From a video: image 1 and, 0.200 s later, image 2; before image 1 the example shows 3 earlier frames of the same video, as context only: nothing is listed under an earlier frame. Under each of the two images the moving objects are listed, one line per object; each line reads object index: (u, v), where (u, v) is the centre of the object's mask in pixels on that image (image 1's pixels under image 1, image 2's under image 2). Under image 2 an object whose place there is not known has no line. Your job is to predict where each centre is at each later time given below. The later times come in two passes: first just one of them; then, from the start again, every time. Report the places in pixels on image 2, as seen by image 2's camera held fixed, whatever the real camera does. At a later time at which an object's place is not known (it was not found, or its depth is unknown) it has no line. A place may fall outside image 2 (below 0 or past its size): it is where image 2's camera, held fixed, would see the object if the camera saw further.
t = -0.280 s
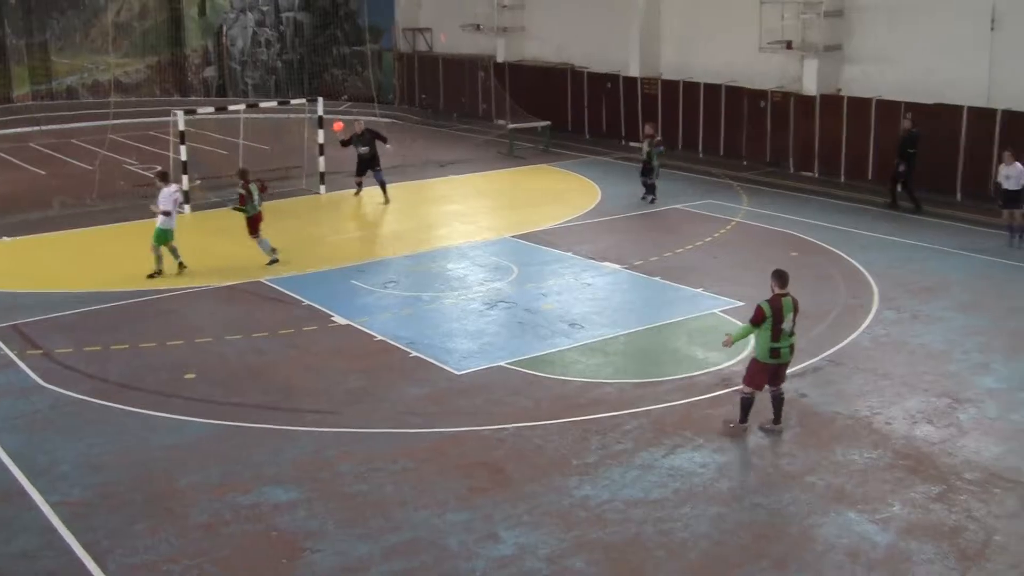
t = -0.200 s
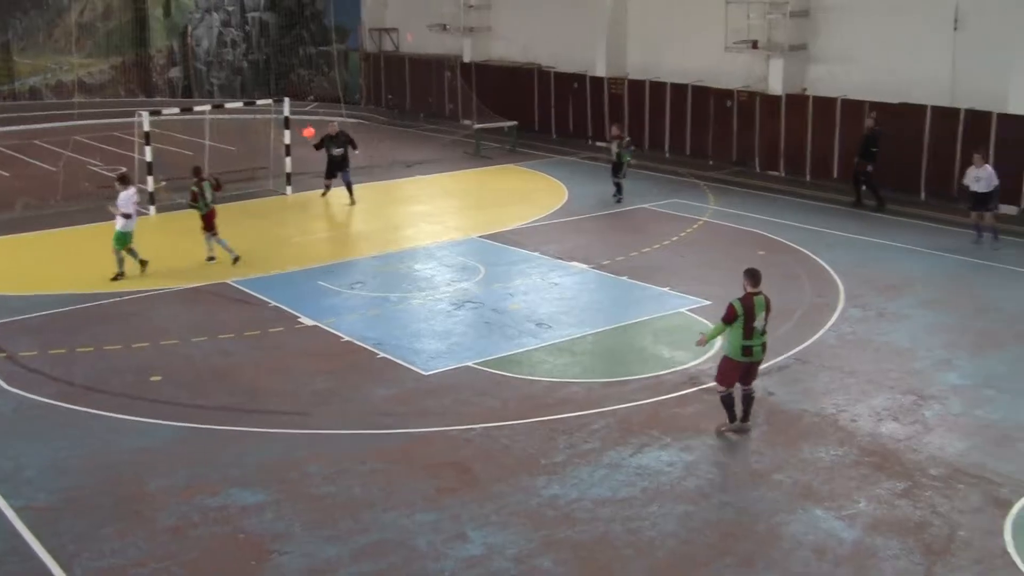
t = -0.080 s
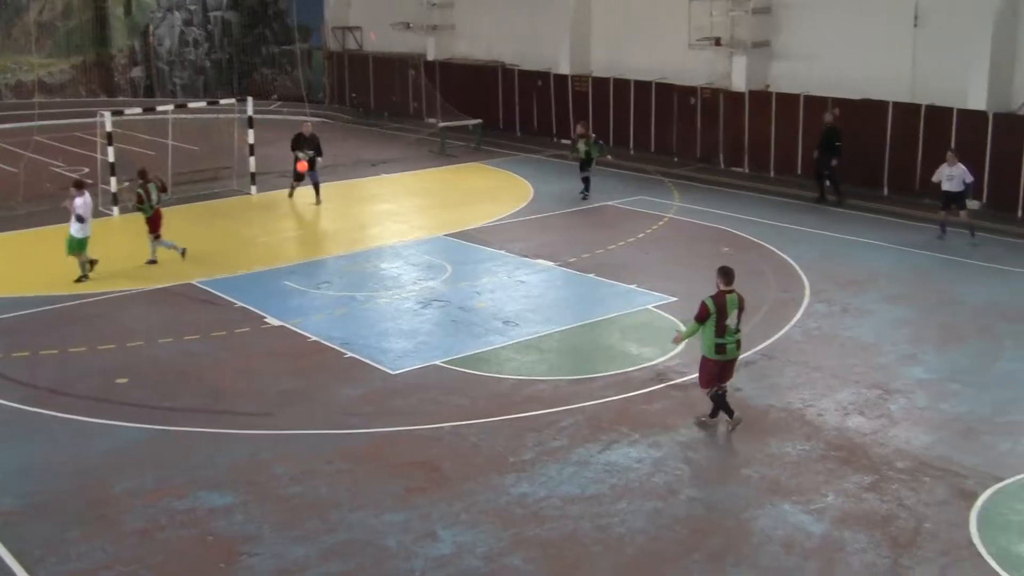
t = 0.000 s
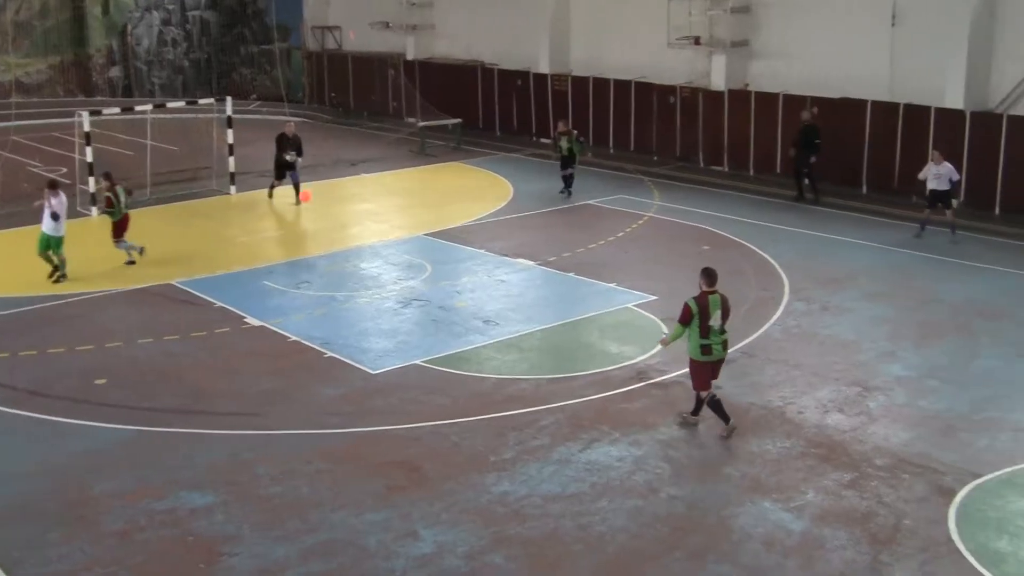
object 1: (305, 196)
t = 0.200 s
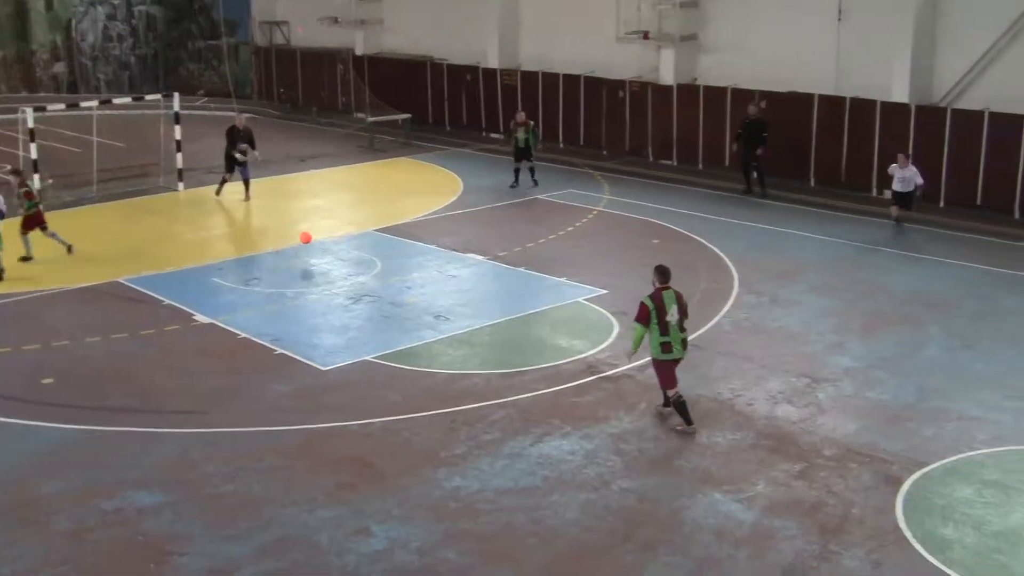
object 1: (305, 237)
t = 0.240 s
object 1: (312, 236)
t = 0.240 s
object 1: (312, 236)
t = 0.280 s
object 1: (318, 236)
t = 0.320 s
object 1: (325, 236)
